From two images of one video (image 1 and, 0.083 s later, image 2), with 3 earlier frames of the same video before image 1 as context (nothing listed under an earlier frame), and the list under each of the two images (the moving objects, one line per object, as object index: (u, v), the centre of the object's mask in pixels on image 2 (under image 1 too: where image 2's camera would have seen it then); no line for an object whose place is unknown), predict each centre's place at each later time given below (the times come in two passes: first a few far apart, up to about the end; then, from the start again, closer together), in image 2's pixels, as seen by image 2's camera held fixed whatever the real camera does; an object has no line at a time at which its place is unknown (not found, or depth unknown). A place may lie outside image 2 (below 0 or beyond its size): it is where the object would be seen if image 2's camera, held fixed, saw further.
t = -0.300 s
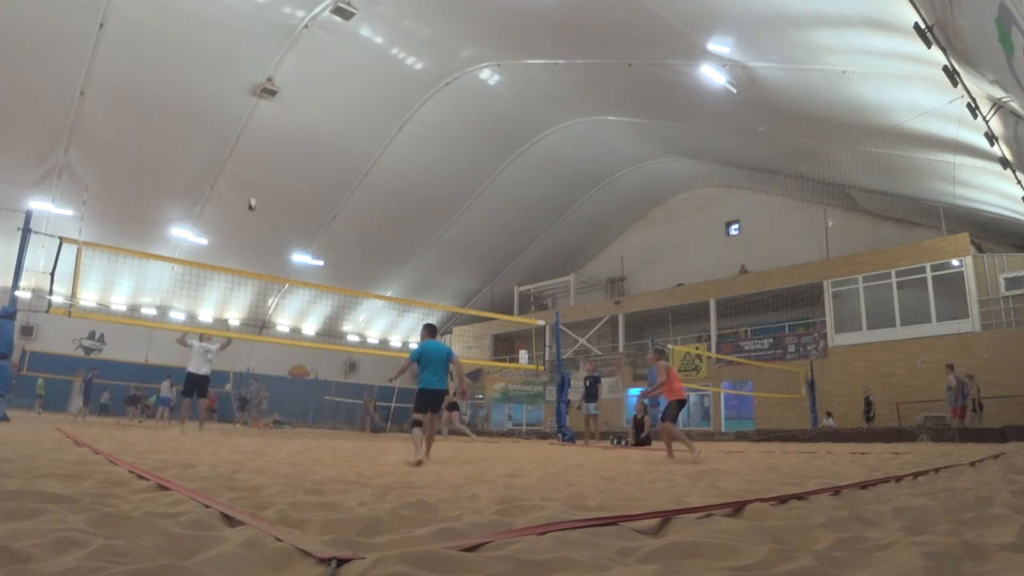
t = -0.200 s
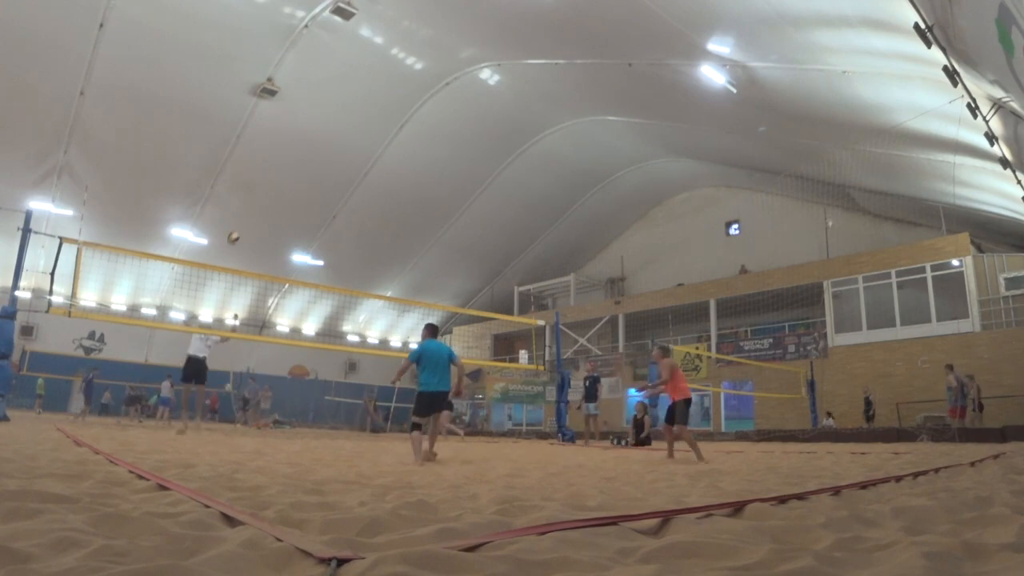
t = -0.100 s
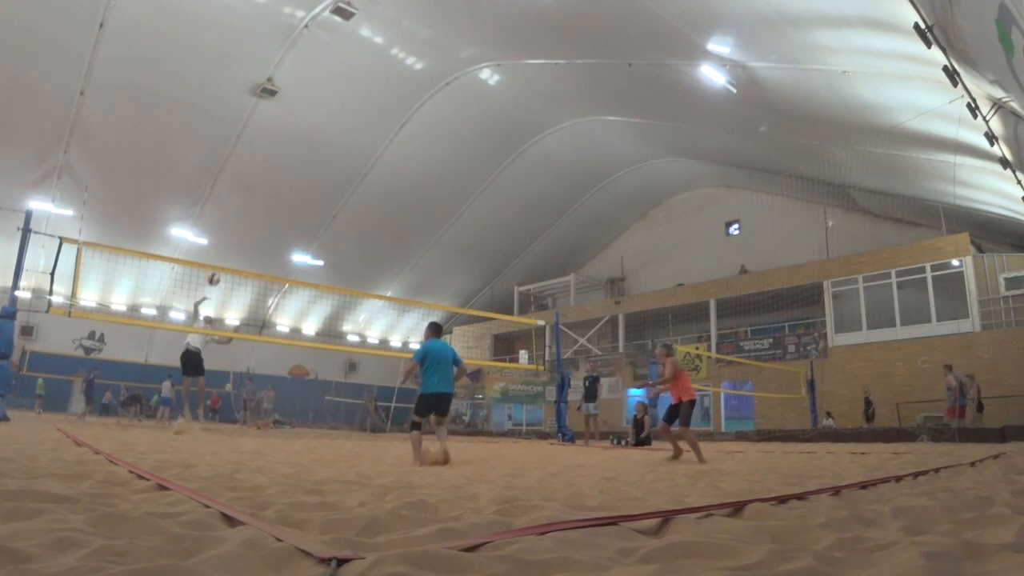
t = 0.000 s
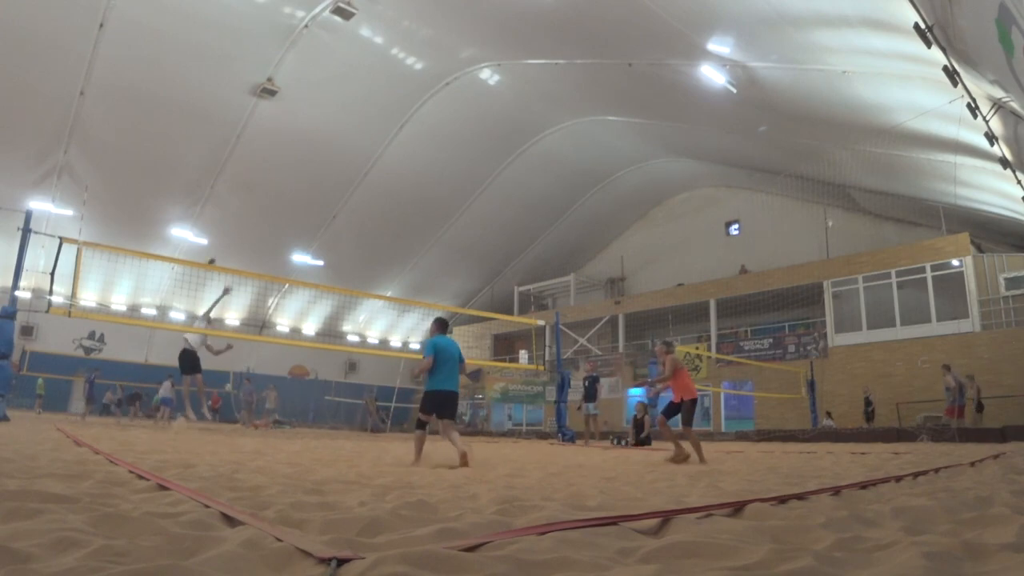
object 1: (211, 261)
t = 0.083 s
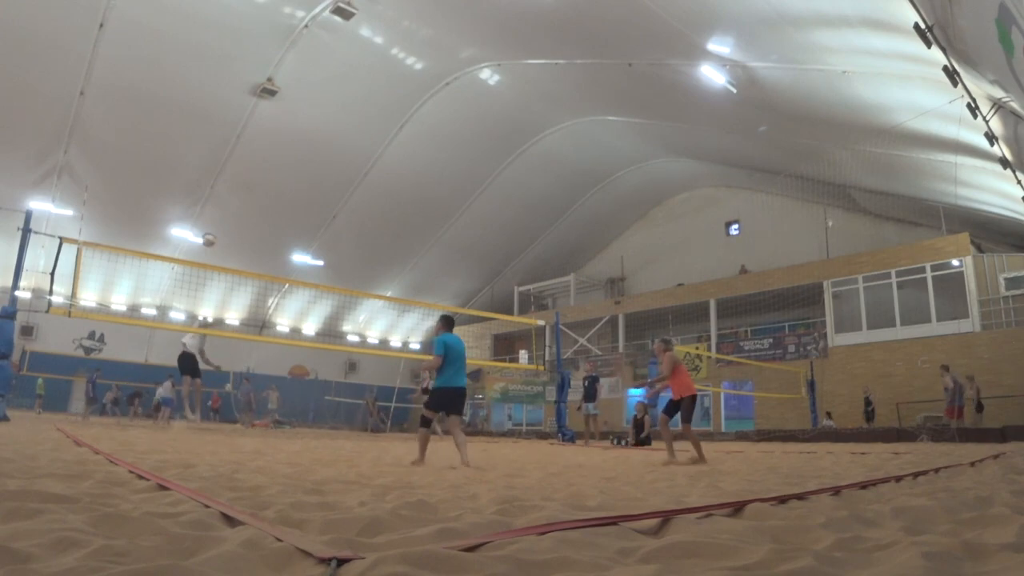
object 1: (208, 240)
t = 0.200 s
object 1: (205, 209)
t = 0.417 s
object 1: (191, 165)
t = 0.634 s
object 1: (157, 149)
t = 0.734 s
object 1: (130, 157)
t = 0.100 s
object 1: (208, 235)
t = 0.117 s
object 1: (208, 230)
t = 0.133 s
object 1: (207, 226)
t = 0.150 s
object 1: (206, 222)
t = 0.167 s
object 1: (207, 218)
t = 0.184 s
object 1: (205, 212)
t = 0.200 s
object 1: (205, 209)
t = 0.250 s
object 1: (203, 197)
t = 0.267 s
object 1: (202, 193)
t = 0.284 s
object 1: (201, 189)
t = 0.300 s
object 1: (200, 186)
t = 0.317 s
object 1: (199, 183)
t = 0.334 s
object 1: (199, 179)
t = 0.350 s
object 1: (196, 176)
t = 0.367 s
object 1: (195, 173)
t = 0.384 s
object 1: (194, 170)
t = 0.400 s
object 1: (193, 167)
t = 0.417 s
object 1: (191, 165)
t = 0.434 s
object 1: (190, 163)
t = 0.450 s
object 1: (188, 160)
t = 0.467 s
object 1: (186, 158)
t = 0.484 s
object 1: (183, 156)
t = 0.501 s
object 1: (181, 155)
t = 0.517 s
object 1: (179, 153)
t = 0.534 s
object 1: (176, 151)
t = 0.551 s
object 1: (173, 150)
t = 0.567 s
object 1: (171, 149)
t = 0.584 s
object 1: (168, 149)
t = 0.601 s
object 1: (165, 148)
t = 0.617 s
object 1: (161, 148)
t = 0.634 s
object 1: (157, 149)
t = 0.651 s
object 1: (153, 149)
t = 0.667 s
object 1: (150, 150)
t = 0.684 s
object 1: (145, 151)
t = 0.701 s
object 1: (140, 152)
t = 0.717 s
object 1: (136, 154)
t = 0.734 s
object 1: (130, 157)
